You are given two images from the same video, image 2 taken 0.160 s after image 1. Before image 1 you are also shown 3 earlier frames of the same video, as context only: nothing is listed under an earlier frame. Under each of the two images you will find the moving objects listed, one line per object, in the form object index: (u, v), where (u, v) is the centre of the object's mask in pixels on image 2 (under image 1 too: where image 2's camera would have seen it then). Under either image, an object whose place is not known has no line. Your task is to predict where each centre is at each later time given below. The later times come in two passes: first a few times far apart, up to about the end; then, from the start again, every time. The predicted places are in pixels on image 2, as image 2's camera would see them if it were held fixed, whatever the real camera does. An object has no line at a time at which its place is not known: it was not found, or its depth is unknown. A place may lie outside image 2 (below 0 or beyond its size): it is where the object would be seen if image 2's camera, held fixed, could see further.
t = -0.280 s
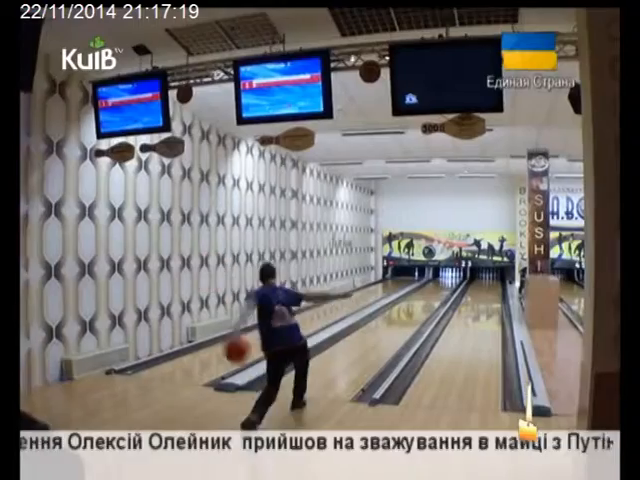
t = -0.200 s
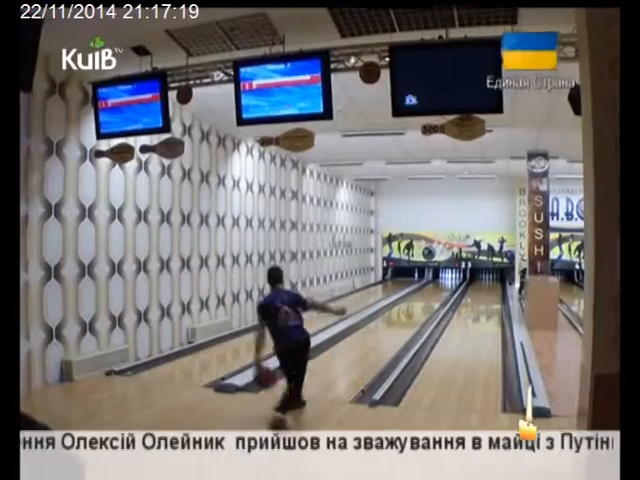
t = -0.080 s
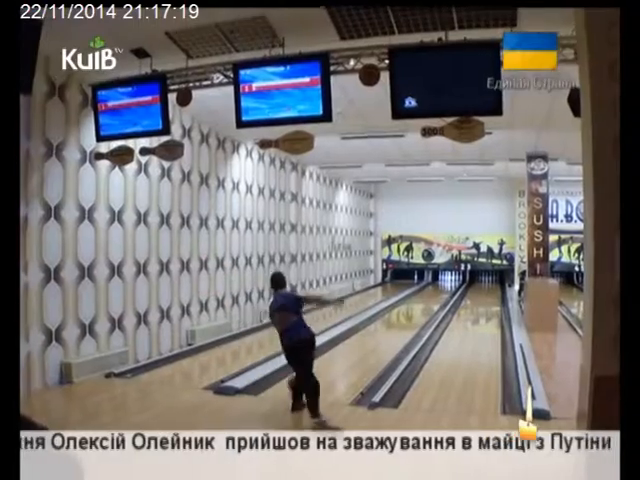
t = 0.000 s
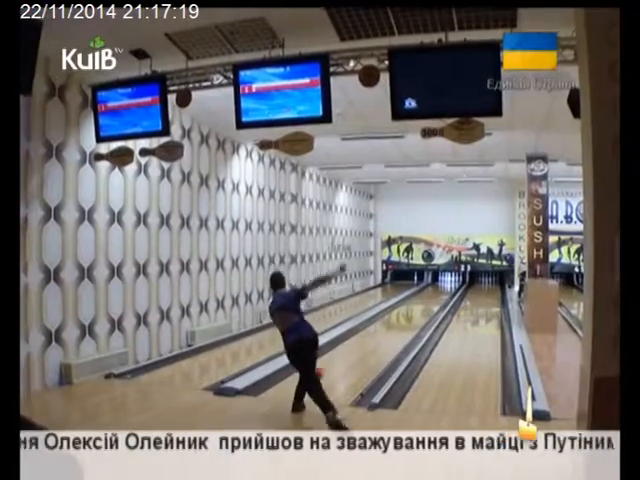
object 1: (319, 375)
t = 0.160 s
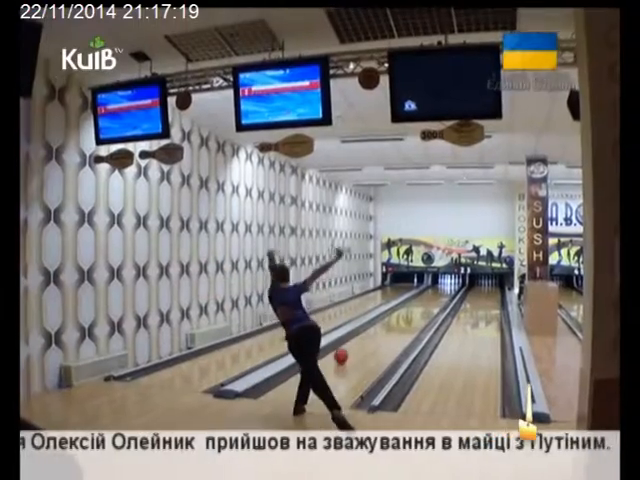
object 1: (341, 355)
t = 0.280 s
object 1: (356, 345)
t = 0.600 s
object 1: (385, 323)
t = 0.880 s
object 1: (402, 310)
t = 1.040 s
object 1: (408, 307)
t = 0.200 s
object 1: (346, 352)
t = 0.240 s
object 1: (351, 347)
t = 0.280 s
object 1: (356, 345)
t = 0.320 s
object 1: (360, 341)
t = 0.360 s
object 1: (365, 338)
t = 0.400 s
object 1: (368, 335)
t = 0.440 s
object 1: (371, 333)
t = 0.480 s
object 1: (376, 330)
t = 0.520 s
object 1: (379, 327)
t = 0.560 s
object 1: (382, 325)
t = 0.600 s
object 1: (385, 323)
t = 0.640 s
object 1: (388, 320)
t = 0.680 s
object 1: (390, 319)
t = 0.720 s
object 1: (392, 317)
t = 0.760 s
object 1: (395, 315)
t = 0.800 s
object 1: (397, 314)
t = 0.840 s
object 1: (399, 312)
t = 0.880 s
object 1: (402, 310)
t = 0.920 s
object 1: (403, 309)
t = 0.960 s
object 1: (405, 308)
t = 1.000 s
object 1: (406, 308)
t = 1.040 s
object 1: (408, 307)
